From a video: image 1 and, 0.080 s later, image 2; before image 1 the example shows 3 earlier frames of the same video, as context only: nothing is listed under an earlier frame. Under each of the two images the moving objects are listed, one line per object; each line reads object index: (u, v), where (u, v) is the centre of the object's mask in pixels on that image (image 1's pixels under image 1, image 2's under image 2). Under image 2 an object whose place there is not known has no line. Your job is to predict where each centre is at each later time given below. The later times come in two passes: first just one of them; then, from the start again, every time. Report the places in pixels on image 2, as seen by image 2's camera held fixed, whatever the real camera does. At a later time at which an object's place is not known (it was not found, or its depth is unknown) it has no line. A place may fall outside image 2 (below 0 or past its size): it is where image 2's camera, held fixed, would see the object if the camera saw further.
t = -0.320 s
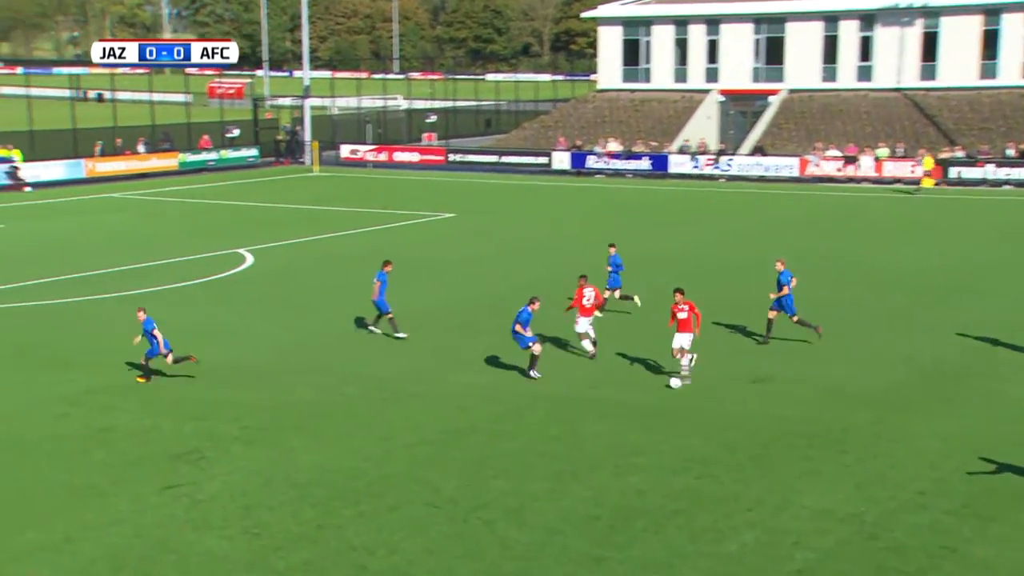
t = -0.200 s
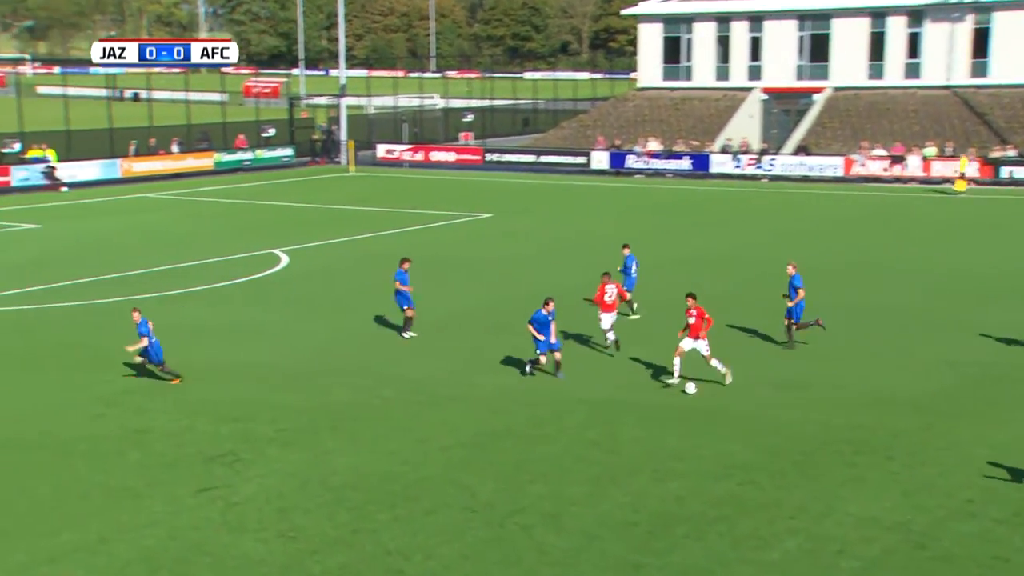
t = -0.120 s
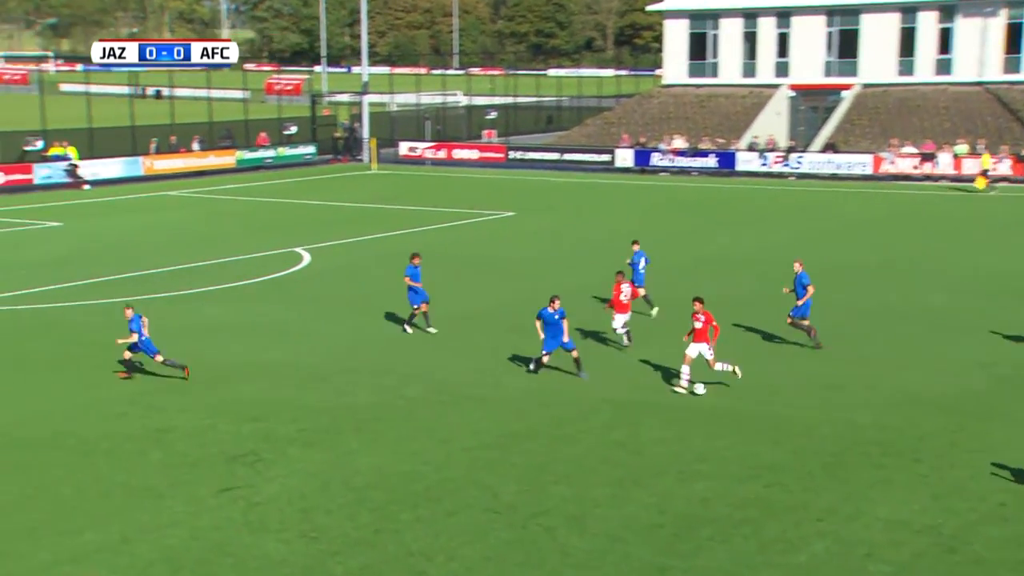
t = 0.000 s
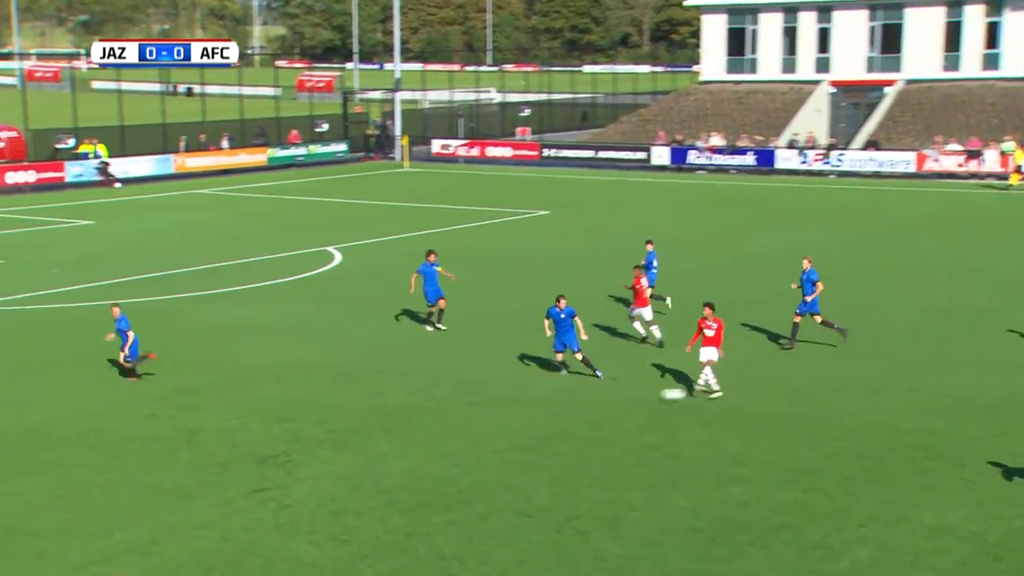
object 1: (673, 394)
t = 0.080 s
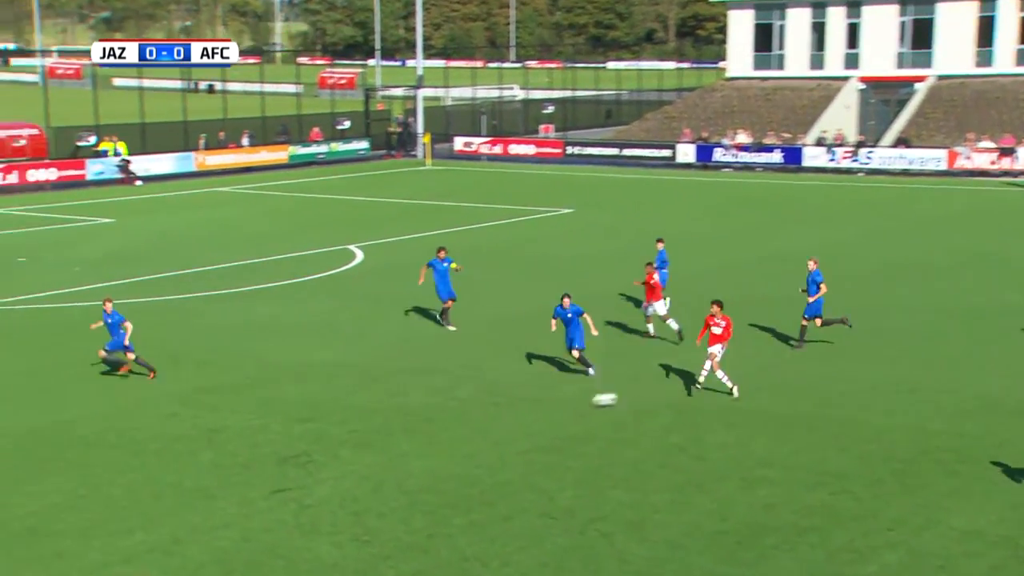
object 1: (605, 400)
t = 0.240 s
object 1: (422, 413)
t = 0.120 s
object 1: (558, 403)
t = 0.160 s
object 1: (511, 409)
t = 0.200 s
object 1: (467, 411)
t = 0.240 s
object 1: (422, 413)
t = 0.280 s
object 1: (378, 415)
